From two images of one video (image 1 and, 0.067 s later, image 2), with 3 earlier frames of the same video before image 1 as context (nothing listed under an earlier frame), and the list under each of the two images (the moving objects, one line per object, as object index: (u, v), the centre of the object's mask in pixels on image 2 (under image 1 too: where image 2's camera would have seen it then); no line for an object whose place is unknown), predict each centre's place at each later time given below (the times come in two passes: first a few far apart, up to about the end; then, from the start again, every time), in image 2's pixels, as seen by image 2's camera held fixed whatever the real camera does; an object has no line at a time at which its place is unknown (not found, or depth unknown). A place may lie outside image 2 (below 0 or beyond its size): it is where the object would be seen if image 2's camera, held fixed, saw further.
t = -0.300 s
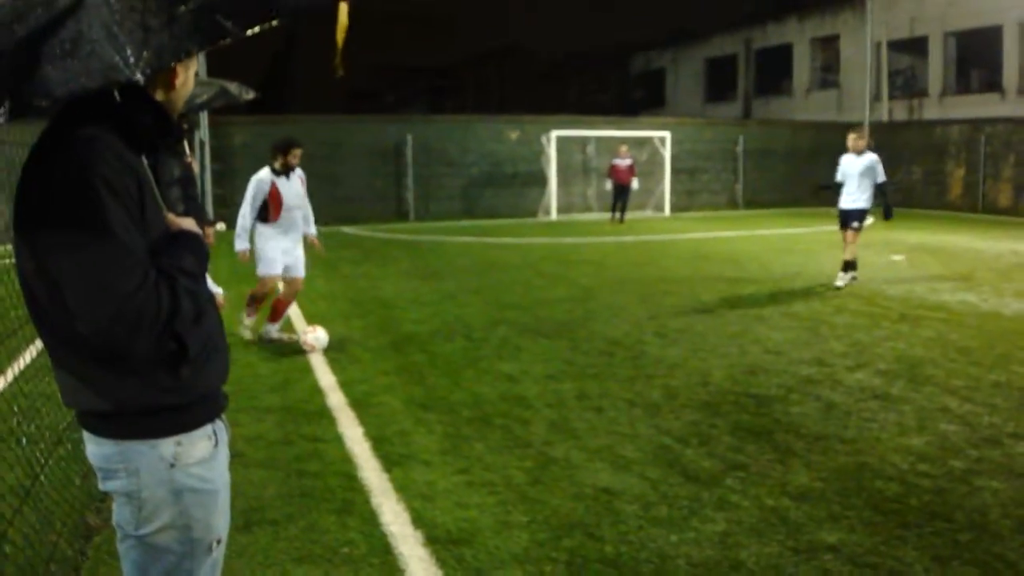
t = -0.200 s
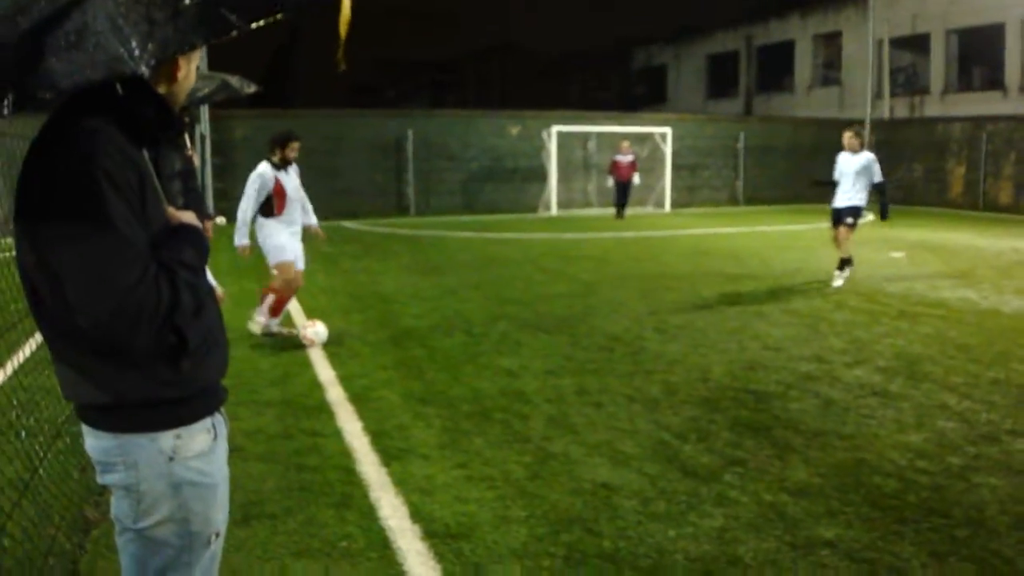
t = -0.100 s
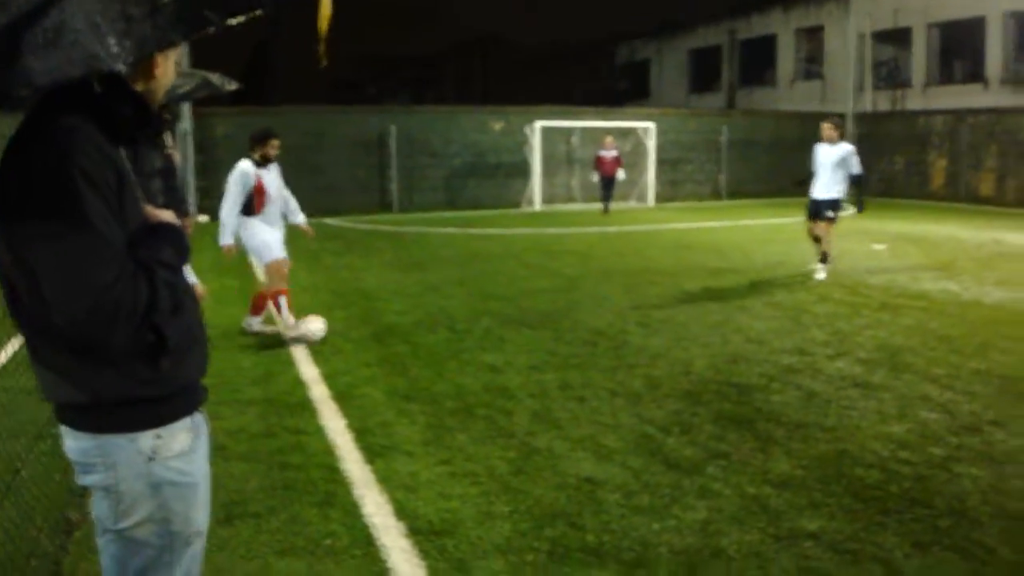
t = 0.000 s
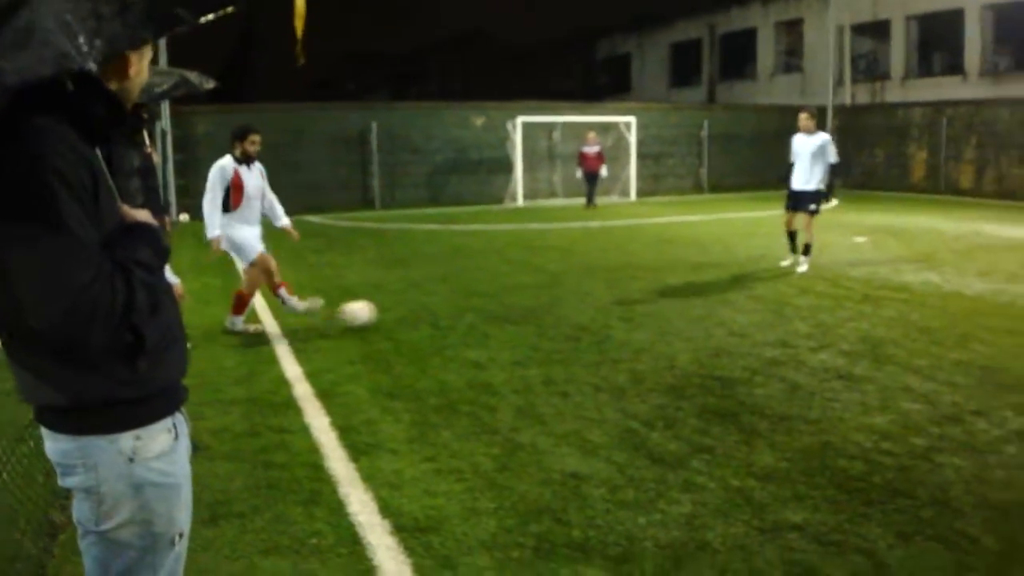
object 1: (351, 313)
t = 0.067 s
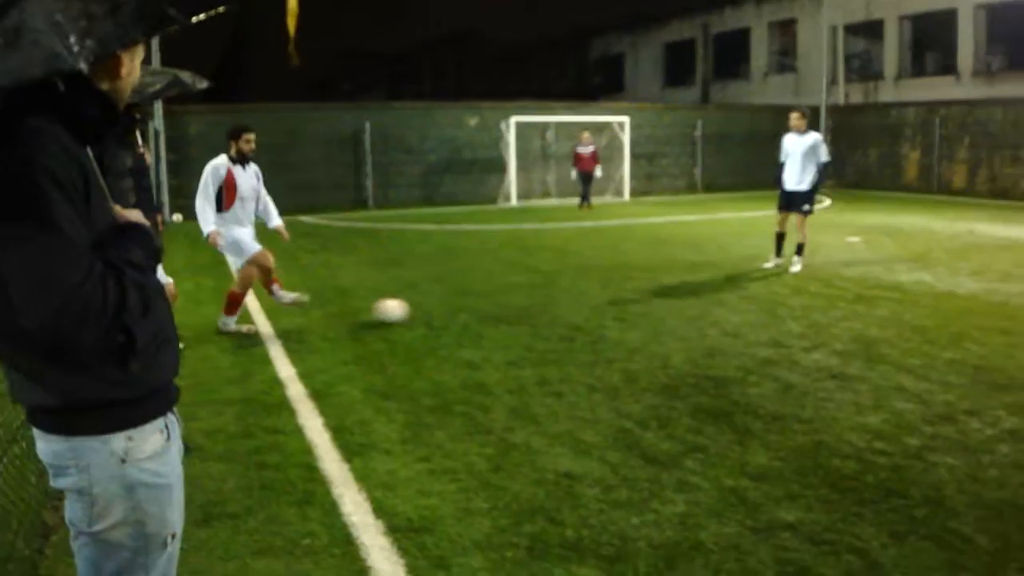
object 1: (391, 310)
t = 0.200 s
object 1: (454, 300)
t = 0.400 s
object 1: (524, 289)
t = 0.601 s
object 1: (577, 281)
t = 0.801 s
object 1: (622, 274)
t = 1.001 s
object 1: (662, 268)
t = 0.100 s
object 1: (409, 308)
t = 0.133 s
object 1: (425, 304)
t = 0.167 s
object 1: (439, 301)
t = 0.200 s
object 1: (454, 300)
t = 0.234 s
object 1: (469, 299)
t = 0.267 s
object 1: (481, 297)
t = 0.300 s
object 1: (493, 294)
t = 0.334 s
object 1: (505, 293)
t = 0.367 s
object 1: (515, 291)
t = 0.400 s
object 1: (524, 289)
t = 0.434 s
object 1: (534, 287)
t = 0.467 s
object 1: (543, 287)
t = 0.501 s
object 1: (552, 285)
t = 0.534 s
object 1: (561, 283)
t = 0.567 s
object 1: (569, 283)
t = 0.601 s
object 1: (577, 281)
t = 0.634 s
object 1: (585, 279)
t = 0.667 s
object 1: (593, 279)
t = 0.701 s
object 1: (600, 277)
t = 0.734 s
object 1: (608, 276)
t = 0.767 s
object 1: (615, 274)
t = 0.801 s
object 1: (622, 274)
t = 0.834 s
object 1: (629, 273)
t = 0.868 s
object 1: (636, 272)
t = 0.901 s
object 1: (642, 271)
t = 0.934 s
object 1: (649, 270)
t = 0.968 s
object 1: (656, 269)
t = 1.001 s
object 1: (662, 268)
